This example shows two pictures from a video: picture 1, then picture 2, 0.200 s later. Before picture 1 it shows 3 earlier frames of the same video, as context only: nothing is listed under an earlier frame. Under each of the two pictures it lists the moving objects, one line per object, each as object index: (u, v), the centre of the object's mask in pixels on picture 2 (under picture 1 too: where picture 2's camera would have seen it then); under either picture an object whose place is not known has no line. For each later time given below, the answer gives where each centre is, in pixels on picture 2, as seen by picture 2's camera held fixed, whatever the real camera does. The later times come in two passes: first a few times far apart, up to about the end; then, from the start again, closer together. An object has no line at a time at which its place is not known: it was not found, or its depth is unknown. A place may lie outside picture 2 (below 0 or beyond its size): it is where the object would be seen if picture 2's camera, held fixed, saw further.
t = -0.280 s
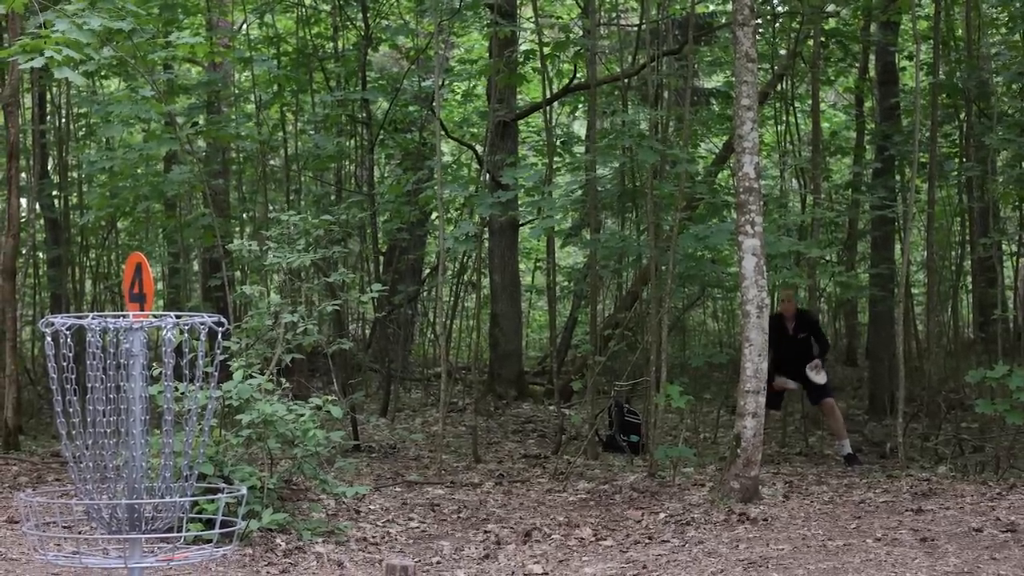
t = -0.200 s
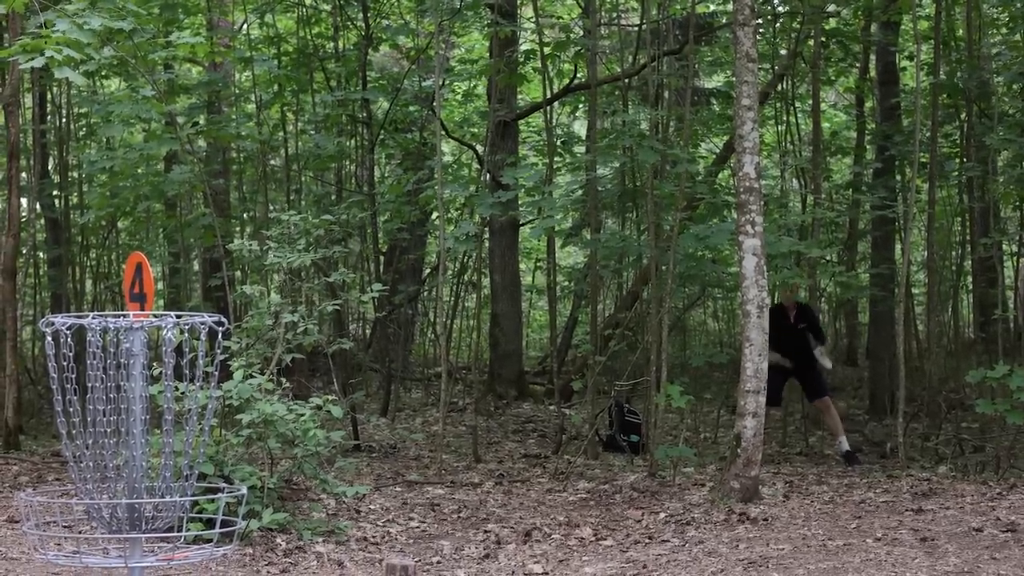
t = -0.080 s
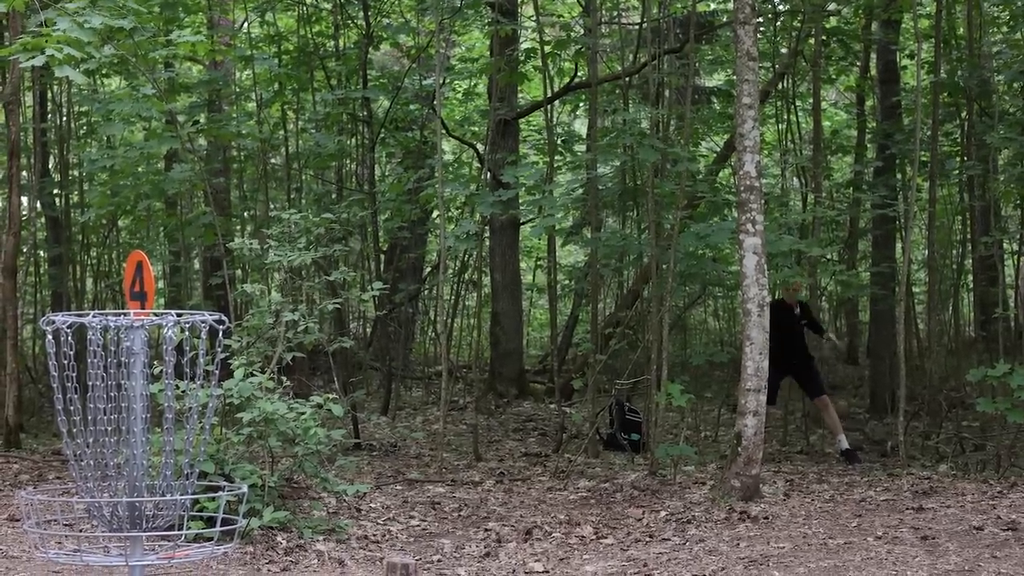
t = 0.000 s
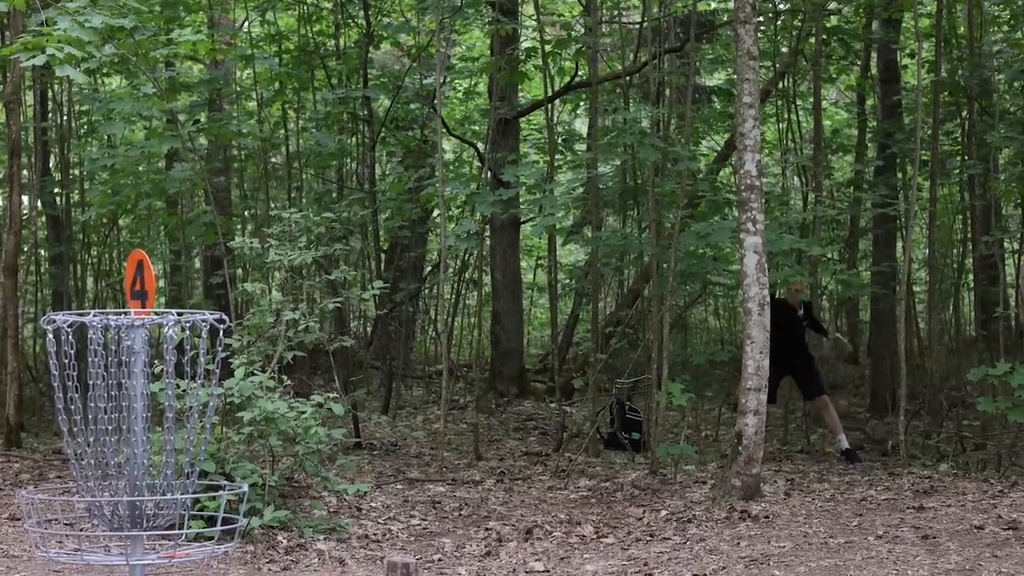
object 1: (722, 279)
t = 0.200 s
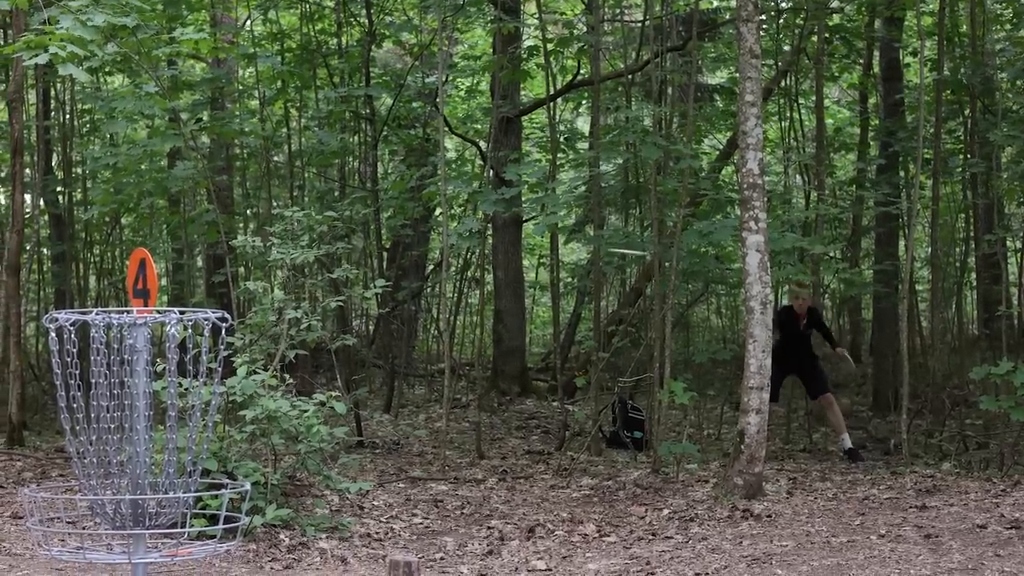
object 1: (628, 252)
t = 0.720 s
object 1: (157, 401)
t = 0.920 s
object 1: (173, 443)
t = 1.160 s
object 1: (176, 482)
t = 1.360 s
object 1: (193, 515)
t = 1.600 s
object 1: (191, 521)
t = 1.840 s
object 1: (190, 543)
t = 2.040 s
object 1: (189, 544)
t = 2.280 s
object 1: (190, 544)
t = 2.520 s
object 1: (189, 544)
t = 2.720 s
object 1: (189, 544)
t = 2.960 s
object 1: (189, 545)
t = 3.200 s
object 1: (189, 545)
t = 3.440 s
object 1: (189, 546)
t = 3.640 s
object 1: (189, 546)
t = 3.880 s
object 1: (188, 546)
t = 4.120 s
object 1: (188, 547)
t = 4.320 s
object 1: (188, 547)
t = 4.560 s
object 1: (188, 546)
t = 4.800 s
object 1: (188, 546)
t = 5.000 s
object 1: (187, 547)
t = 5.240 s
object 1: (185, 548)
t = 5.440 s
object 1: (185, 549)
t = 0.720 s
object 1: (157, 401)
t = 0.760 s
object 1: (165, 417)
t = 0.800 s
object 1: (170, 422)
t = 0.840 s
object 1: (172, 427)
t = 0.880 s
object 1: (173, 433)
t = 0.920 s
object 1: (173, 443)
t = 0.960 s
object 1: (170, 454)
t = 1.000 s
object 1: (174, 471)
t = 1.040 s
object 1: (171, 472)
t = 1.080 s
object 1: (174, 475)
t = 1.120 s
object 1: (178, 480)
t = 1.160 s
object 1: (176, 482)
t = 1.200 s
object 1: (177, 483)
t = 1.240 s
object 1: (178, 475)
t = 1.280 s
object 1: (182, 493)
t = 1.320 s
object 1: (191, 513)
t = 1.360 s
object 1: (193, 515)
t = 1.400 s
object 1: (194, 512)
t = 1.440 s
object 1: (193, 514)
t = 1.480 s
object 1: (191, 516)
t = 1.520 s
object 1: (191, 516)
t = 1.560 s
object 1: (191, 519)
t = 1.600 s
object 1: (191, 521)
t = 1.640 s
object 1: (190, 523)
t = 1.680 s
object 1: (190, 524)
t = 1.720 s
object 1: (189, 526)
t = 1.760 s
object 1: (190, 529)
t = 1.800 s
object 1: (189, 538)
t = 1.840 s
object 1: (190, 543)
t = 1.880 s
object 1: (190, 543)
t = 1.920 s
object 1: (189, 544)
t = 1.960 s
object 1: (189, 544)
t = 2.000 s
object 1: (189, 544)
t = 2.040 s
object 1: (189, 544)
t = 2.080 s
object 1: (189, 544)
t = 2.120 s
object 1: (189, 544)
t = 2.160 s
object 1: (189, 544)
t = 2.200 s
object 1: (189, 543)
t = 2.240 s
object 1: (189, 543)
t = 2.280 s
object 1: (190, 544)
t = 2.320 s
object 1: (189, 544)
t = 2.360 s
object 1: (189, 544)
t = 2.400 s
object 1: (189, 544)
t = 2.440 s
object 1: (190, 543)
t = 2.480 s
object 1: (189, 544)
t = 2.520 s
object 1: (189, 544)
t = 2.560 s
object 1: (190, 544)
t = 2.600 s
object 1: (190, 544)
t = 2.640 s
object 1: (190, 544)
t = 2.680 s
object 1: (189, 544)
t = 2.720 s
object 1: (189, 544)
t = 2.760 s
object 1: (190, 544)
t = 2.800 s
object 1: (189, 544)
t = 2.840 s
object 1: (189, 544)
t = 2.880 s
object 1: (189, 545)
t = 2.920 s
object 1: (189, 545)
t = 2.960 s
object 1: (189, 545)
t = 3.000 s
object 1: (189, 545)
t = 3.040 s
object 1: (189, 545)
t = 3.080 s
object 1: (189, 545)
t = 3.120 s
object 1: (189, 545)
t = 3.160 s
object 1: (189, 545)
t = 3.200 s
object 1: (189, 545)
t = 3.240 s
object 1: (189, 545)
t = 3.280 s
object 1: (189, 545)
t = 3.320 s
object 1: (189, 545)
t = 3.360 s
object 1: (189, 546)
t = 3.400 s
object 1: (189, 545)
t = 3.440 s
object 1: (189, 546)
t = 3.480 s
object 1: (189, 546)
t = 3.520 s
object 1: (189, 546)
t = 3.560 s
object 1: (189, 545)
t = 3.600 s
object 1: (189, 545)
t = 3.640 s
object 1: (189, 546)
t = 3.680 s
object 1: (189, 546)
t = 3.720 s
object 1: (189, 546)
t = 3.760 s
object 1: (188, 546)
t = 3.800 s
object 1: (188, 546)
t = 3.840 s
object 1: (188, 546)
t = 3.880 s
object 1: (188, 546)
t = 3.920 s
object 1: (188, 546)
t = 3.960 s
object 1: (188, 546)
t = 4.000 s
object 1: (188, 546)
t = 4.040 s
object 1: (188, 546)
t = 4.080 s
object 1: (188, 546)
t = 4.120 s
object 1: (188, 547)
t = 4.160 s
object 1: (188, 547)
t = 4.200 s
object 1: (187, 547)
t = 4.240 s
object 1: (188, 546)
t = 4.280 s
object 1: (188, 547)
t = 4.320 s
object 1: (188, 547)
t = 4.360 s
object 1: (188, 547)
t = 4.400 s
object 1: (188, 546)
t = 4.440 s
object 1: (188, 546)
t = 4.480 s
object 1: (187, 546)
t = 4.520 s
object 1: (188, 546)
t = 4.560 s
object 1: (188, 546)
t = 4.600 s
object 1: (188, 546)
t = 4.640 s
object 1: (188, 546)
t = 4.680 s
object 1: (187, 546)
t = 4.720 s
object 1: (187, 547)
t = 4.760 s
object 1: (187, 546)
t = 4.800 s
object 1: (188, 546)
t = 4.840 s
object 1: (188, 546)
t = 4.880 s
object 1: (187, 546)
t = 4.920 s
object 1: (187, 546)
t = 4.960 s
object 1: (187, 546)
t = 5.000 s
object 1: (187, 547)
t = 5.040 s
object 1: (187, 547)
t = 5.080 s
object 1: (186, 547)
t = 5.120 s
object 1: (187, 547)
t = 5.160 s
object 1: (186, 547)
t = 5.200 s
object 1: (186, 548)
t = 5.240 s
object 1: (185, 548)
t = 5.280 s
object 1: (185, 548)
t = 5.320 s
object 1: (185, 549)
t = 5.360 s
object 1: (185, 549)
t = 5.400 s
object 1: (185, 549)
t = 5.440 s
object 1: (185, 549)
